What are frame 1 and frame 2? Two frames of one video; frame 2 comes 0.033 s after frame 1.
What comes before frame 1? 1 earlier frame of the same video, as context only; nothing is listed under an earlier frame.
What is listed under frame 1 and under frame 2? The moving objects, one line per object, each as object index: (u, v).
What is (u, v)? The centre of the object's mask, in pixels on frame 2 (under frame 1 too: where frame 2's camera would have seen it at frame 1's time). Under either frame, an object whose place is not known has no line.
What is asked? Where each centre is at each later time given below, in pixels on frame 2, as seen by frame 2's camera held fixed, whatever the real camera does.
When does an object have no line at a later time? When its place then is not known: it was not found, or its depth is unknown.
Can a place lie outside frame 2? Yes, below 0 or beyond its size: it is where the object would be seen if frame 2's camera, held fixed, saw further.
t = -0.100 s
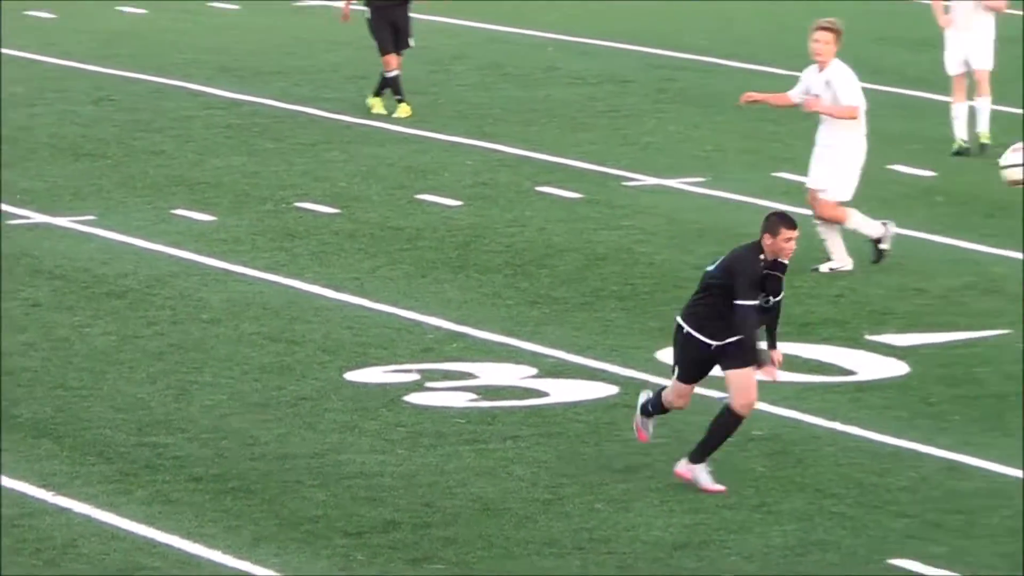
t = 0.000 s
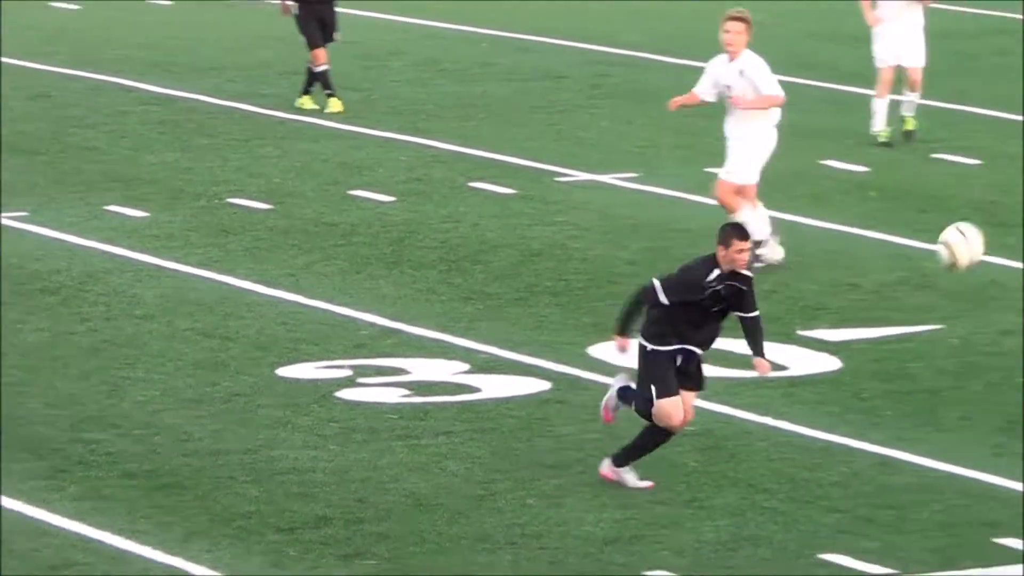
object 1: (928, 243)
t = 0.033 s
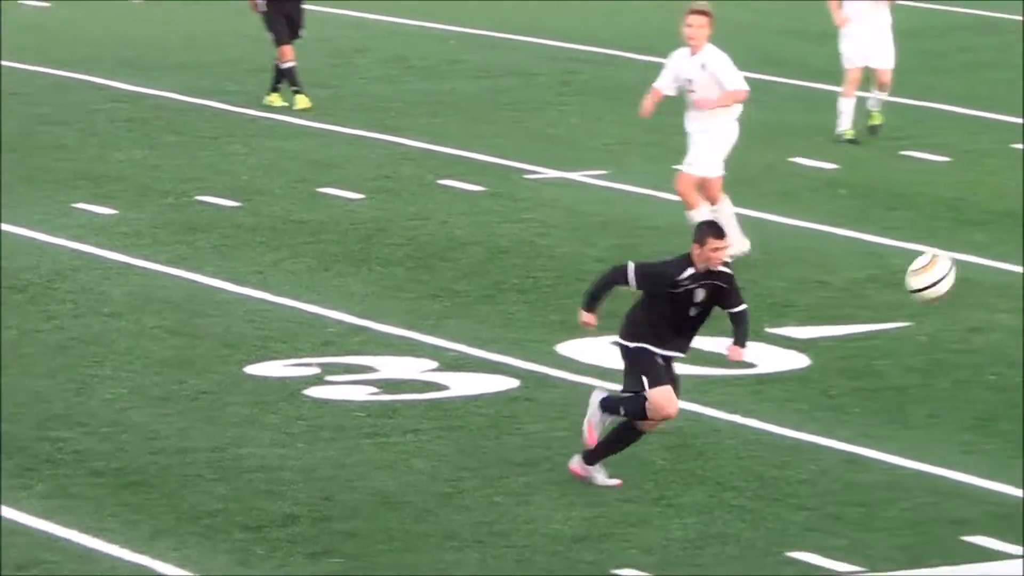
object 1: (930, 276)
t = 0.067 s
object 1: (933, 312)
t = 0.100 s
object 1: (936, 350)
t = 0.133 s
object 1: (938, 390)
